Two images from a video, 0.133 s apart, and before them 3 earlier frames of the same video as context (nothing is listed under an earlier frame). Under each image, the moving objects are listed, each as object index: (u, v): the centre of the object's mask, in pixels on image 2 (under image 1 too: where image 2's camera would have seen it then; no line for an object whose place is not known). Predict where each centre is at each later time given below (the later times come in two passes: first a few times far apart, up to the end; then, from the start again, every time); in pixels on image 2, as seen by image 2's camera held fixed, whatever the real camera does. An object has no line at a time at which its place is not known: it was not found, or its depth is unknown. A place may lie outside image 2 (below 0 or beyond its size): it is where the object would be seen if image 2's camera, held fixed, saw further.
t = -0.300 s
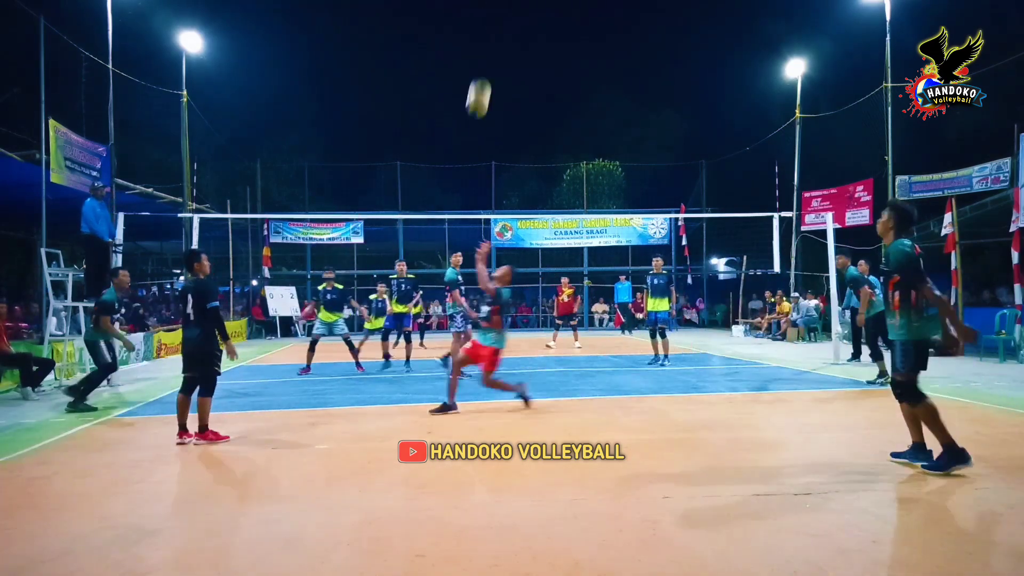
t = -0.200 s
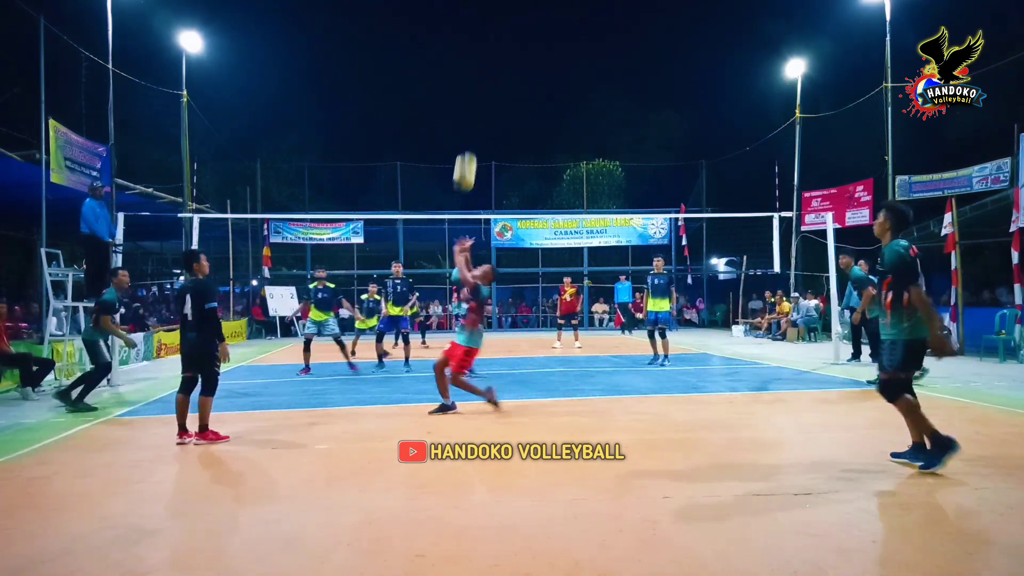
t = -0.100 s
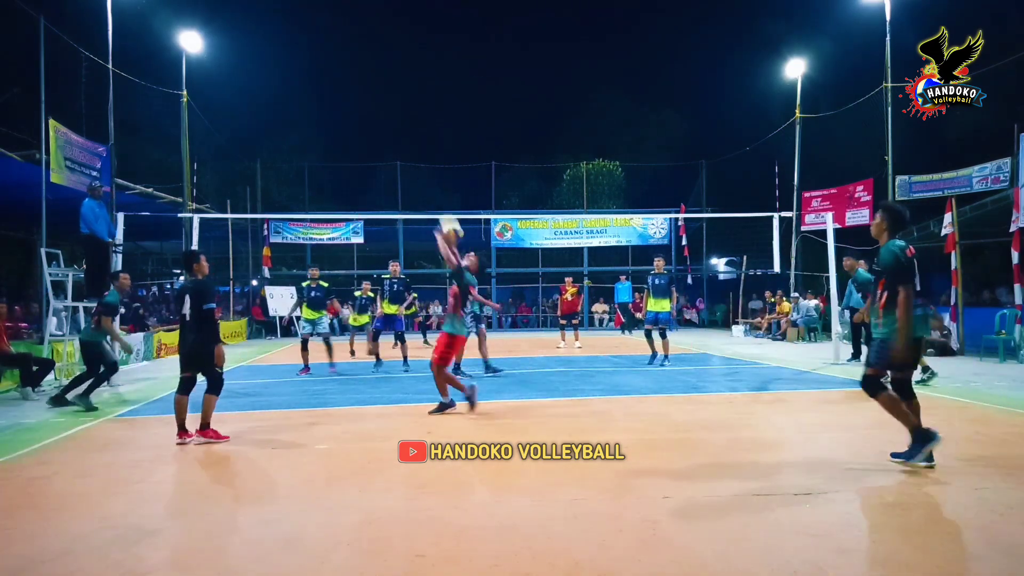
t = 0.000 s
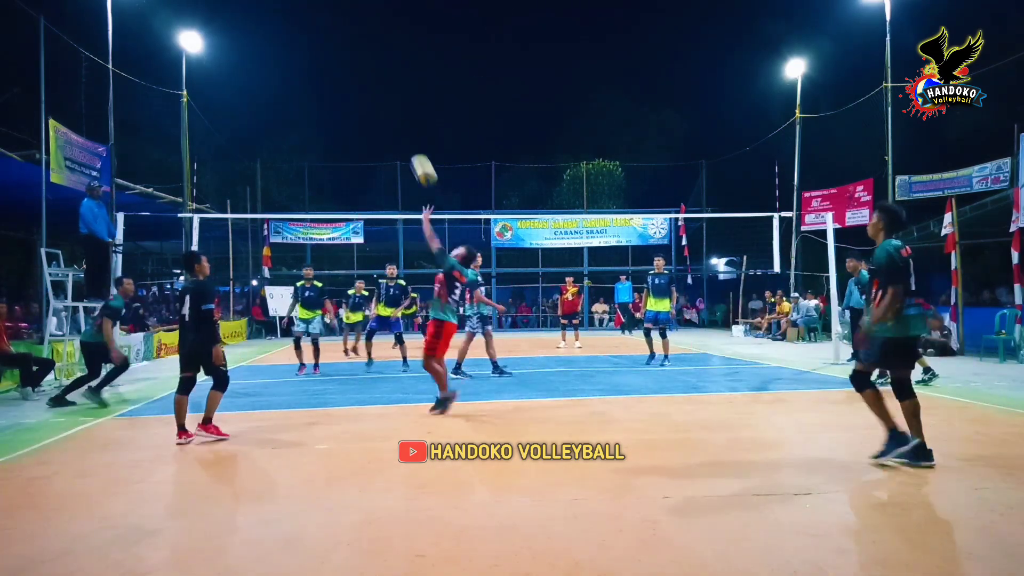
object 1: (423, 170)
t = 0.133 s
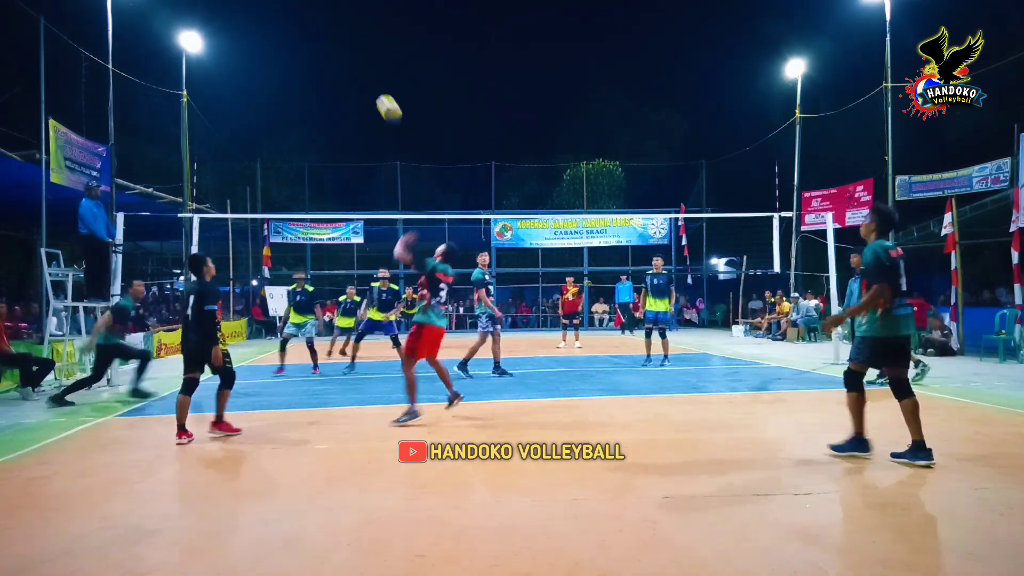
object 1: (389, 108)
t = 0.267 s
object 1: (358, 68)
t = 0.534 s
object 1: (305, 38)
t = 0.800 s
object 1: (261, 67)
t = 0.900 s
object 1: (246, 91)
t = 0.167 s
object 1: (381, 96)
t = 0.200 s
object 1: (373, 86)
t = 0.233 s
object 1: (365, 76)
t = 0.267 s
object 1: (358, 68)
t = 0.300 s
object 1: (351, 60)
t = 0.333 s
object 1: (344, 54)
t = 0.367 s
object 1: (337, 49)
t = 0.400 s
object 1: (331, 45)
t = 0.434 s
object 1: (324, 42)
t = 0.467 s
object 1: (317, 40)
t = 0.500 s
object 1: (311, 38)
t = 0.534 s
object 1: (305, 38)
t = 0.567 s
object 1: (299, 39)
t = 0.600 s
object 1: (293, 40)
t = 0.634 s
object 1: (287, 43)
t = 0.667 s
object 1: (282, 46)
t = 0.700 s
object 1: (276, 50)
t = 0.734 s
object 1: (271, 55)
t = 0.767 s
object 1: (266, 61)
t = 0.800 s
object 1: (261, 67)
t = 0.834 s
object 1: (256, 74)
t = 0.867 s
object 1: (251, 82)
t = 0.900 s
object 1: (246, 91)
